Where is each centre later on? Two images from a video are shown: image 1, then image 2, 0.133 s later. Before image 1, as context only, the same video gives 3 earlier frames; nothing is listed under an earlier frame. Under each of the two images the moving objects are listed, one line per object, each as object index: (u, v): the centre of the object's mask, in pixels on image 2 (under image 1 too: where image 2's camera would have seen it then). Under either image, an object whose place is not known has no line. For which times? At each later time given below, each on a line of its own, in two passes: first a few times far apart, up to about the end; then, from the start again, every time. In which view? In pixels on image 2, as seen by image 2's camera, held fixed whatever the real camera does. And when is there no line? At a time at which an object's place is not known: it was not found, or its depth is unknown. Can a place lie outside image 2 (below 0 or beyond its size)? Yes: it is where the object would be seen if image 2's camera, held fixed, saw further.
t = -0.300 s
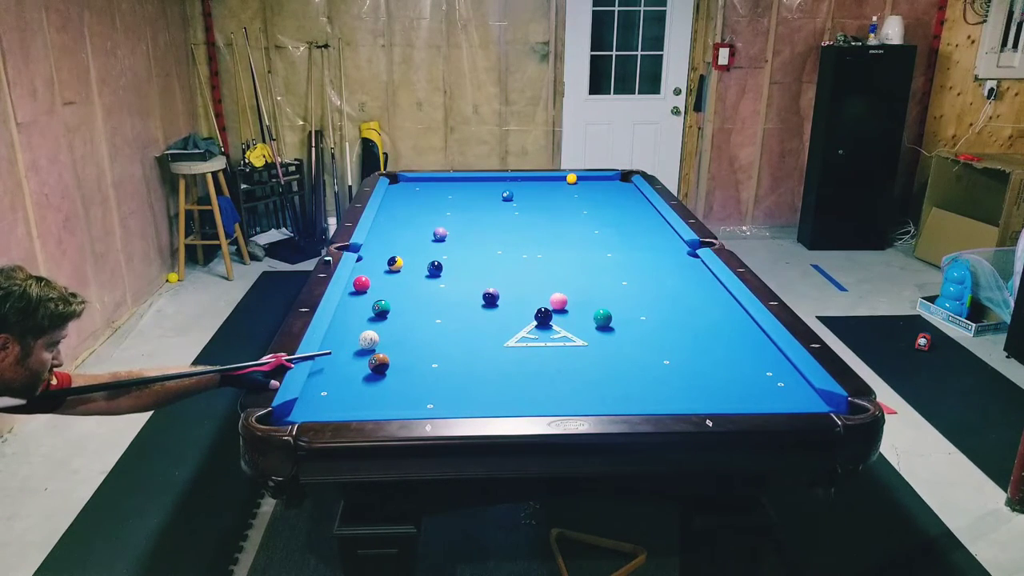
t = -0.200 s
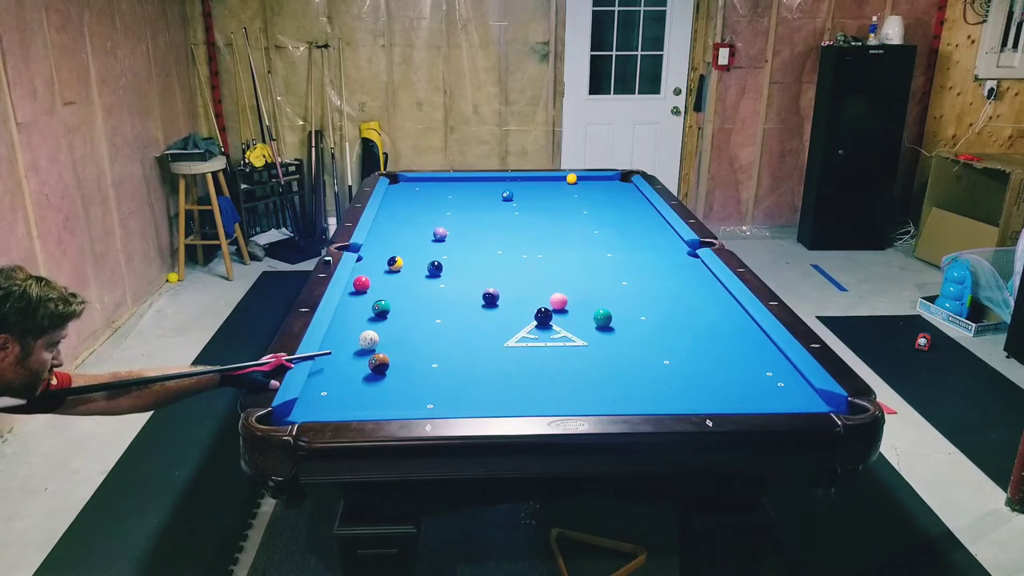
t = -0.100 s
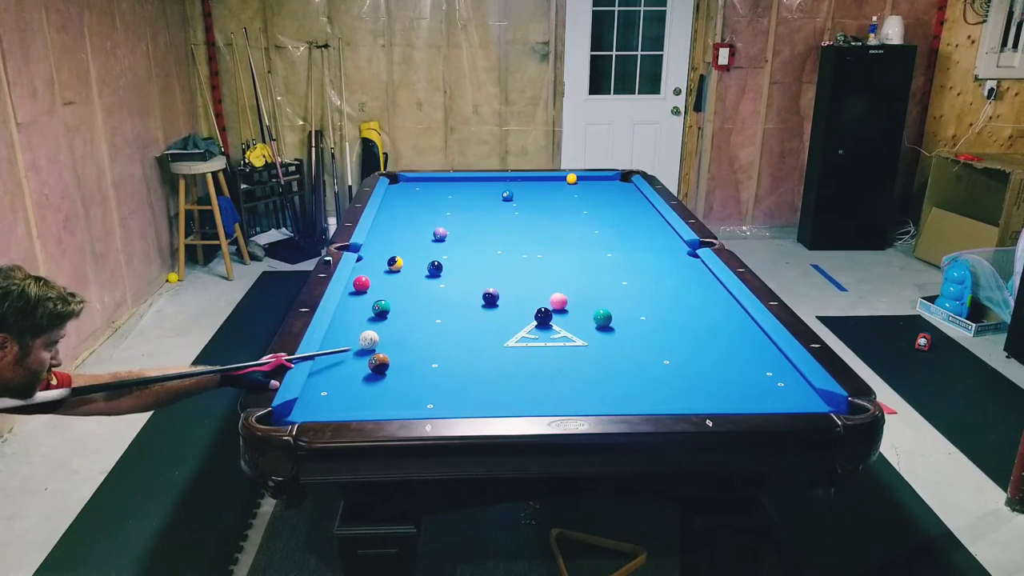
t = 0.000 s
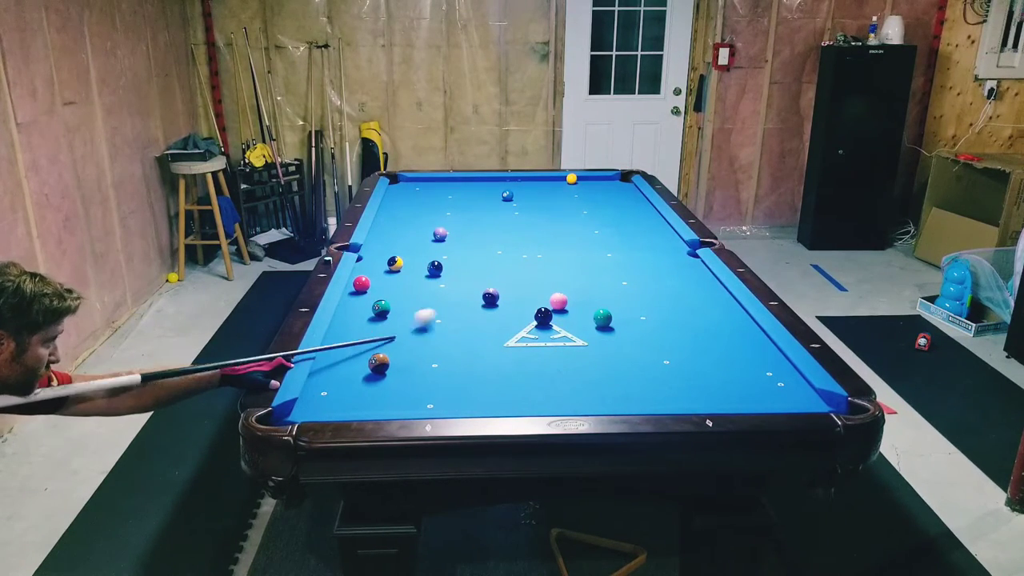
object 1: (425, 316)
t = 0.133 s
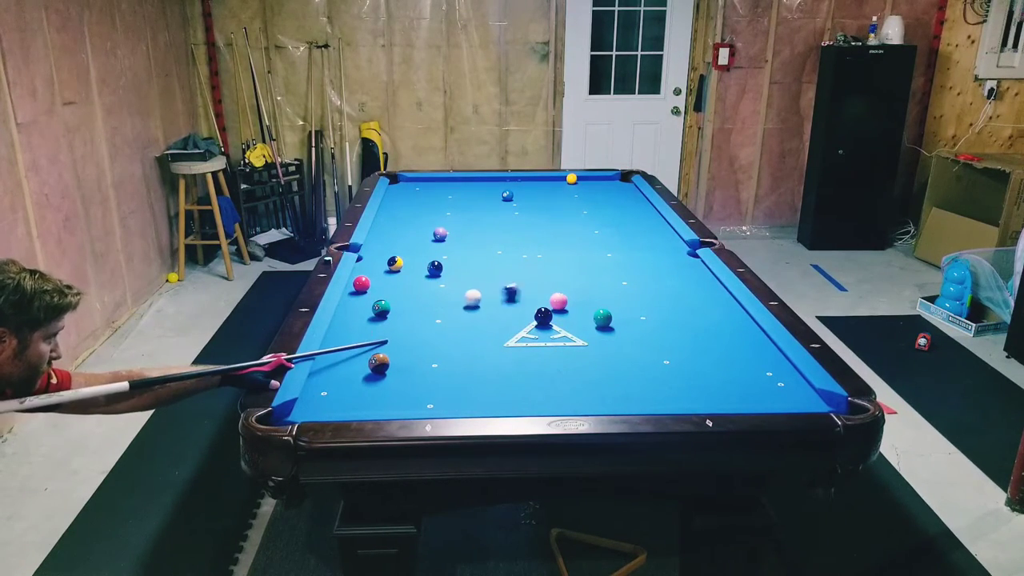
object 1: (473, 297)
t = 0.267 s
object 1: (459, 294)
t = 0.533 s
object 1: (427, 294)
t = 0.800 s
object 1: (397, 294)
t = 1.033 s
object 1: (373, 293)
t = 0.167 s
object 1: (469, 296)
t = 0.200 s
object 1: (466, 295)
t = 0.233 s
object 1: (463, 295)
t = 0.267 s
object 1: (459, 294)
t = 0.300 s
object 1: (455, 294)
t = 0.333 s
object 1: (451, 294)
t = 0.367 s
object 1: (447, 294)
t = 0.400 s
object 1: (442, 294)
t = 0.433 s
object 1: (438, 294)
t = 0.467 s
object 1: (434, 294)
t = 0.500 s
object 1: (430, 294)
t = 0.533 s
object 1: (427, 294)
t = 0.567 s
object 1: (423, 294)
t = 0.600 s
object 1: (419, 294)
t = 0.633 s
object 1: (415, 294)
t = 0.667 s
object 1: (411, 294)
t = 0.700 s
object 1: (408, 294)
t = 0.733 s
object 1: (404, 294)
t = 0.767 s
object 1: (401, 294)
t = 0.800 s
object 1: (397, 294)
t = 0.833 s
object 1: (393, 294)
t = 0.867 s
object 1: (390, 294)
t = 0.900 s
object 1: (387, 293)
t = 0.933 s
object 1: (383, 293)
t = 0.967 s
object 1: (380, 293)
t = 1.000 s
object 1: (376, 293)
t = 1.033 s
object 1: (373, 293)
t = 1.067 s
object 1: (369, 294)
